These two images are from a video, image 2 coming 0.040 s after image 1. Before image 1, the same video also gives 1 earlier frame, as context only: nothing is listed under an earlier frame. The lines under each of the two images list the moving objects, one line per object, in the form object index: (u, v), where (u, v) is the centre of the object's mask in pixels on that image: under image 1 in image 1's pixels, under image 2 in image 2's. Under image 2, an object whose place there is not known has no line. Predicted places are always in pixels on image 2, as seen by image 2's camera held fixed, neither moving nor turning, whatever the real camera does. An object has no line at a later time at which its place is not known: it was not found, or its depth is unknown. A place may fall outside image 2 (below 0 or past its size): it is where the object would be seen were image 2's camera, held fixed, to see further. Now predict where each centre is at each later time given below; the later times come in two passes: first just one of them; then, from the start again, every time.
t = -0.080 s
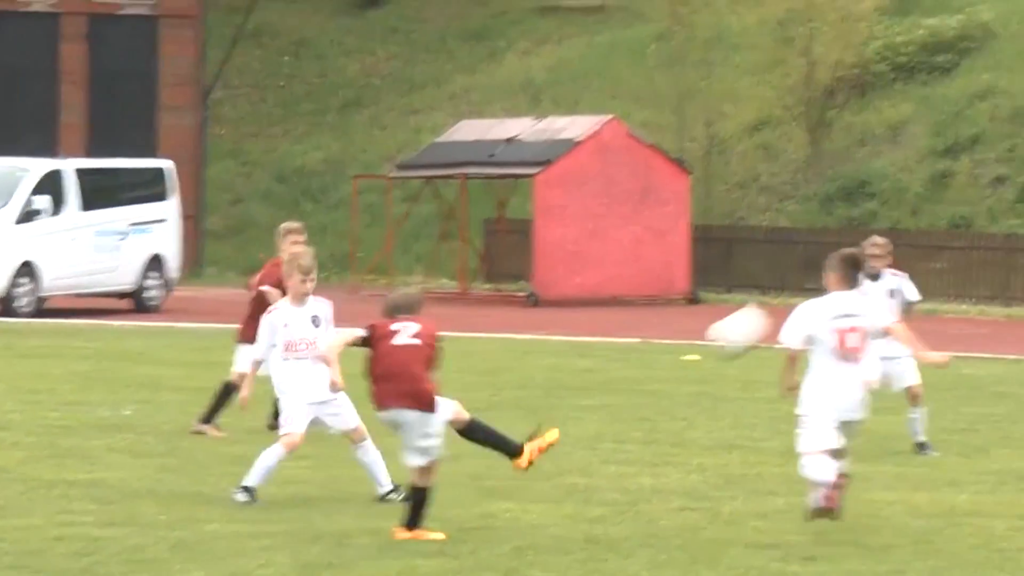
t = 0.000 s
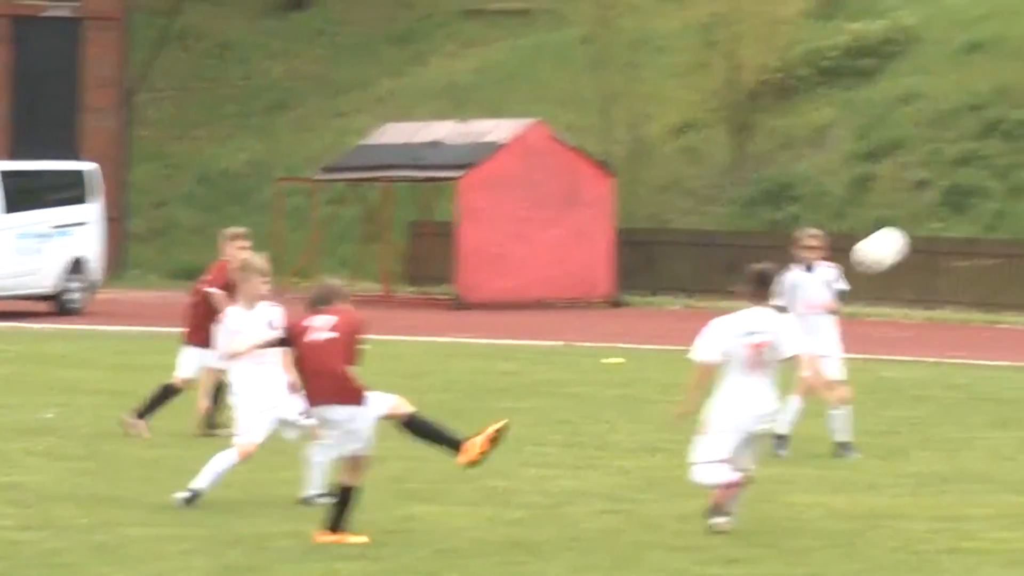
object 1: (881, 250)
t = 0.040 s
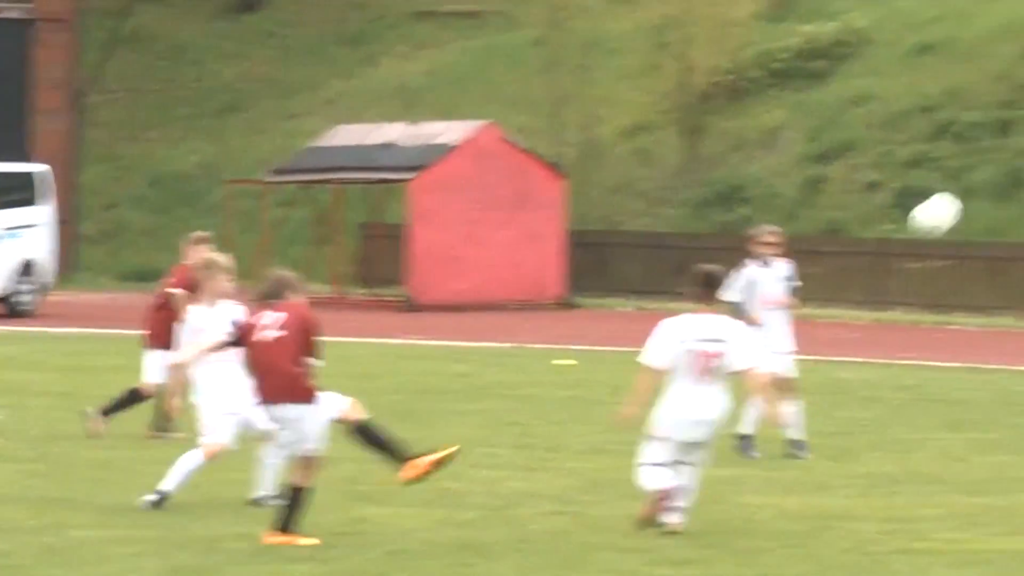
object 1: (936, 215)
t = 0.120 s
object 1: (1135, 155)
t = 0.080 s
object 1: (1039, 182)
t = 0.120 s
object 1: (1135, 155)
